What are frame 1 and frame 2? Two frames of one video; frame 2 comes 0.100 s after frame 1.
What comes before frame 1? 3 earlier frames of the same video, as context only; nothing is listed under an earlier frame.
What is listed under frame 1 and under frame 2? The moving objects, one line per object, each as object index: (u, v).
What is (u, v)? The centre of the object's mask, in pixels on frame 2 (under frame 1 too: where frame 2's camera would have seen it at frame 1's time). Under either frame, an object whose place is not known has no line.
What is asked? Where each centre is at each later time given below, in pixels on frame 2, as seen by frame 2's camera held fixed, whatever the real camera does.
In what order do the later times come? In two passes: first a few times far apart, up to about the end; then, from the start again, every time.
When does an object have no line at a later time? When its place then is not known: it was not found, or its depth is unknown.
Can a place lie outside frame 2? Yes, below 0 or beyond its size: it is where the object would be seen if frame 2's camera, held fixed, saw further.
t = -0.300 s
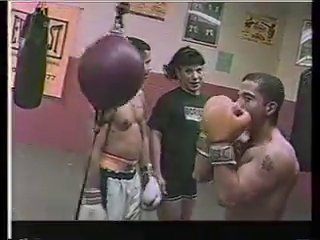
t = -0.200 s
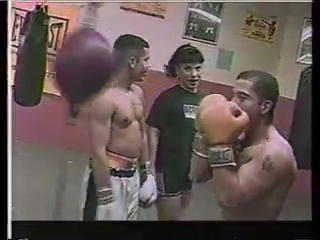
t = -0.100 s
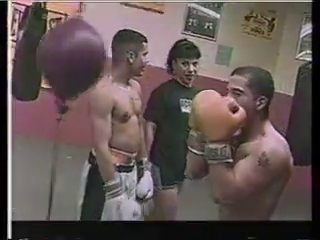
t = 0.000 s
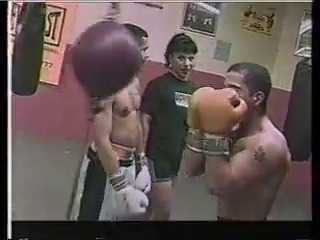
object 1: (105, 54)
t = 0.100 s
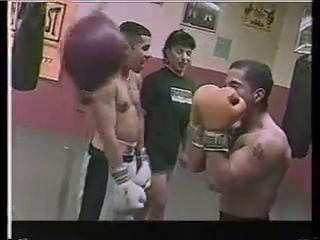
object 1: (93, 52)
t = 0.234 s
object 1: (73, 48)
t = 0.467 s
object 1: (83, 50)
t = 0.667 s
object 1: (106, 54)
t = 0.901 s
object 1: (77, 48)
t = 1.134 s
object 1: (83, 50)
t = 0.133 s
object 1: (81, 50)
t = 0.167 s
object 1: (72, 46)
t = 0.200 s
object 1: (68, 48)
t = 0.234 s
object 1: (73, 48)
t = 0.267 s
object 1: (84, 51)
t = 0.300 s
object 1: (97, 52)
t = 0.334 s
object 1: (107, 53)
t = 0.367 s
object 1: (109, 54)
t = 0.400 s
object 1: (106, 53)
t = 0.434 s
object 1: (93, 51)
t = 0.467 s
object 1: (83, 50)
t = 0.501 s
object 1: (74, 49)
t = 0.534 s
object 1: (71, 48)
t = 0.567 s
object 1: (76, 49)
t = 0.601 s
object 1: (85, 51)
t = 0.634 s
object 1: (97, 52)
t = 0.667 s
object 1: (106, 54)
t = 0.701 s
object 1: (108, 55)
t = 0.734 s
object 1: (103, 52)
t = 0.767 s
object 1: (93, 53)
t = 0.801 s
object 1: (83, 50)
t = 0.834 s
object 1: (75, 48)
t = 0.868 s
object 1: (72, 48)
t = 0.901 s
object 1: (77, 48)
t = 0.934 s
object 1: (87, 51)
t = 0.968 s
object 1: (97, 53)
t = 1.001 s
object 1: (106, 52)
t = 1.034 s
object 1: (108, 56)
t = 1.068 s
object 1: (103, 54)
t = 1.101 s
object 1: (93, 52)
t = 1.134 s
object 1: (83, 50)
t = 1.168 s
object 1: (74, 49)
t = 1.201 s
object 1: (73, 46)
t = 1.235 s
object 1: (77, 49)
